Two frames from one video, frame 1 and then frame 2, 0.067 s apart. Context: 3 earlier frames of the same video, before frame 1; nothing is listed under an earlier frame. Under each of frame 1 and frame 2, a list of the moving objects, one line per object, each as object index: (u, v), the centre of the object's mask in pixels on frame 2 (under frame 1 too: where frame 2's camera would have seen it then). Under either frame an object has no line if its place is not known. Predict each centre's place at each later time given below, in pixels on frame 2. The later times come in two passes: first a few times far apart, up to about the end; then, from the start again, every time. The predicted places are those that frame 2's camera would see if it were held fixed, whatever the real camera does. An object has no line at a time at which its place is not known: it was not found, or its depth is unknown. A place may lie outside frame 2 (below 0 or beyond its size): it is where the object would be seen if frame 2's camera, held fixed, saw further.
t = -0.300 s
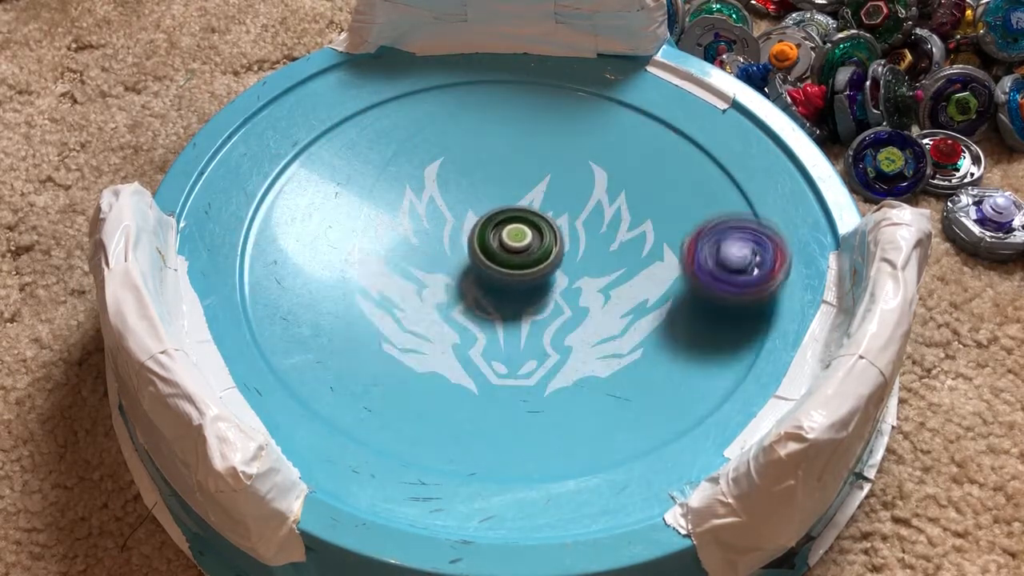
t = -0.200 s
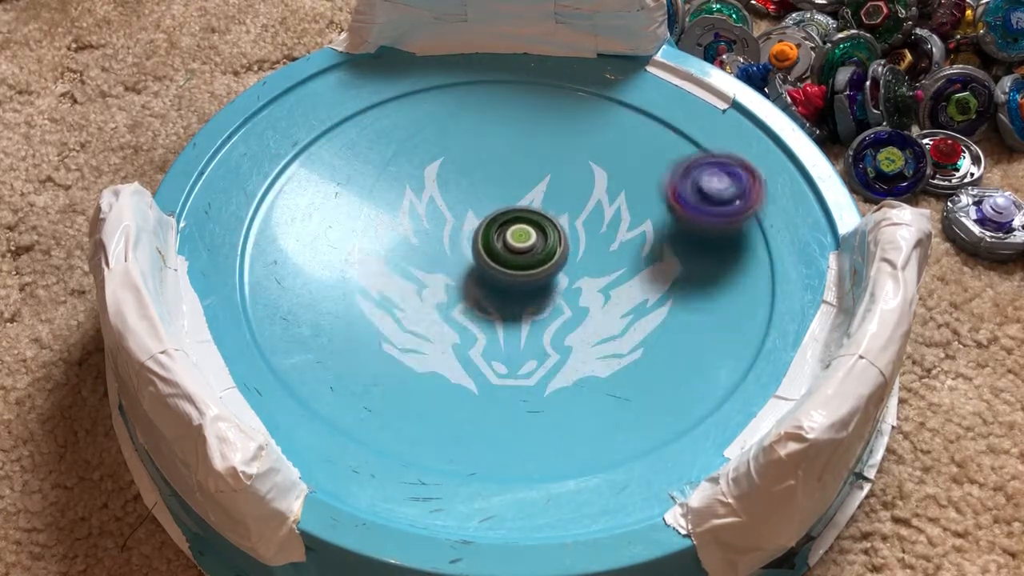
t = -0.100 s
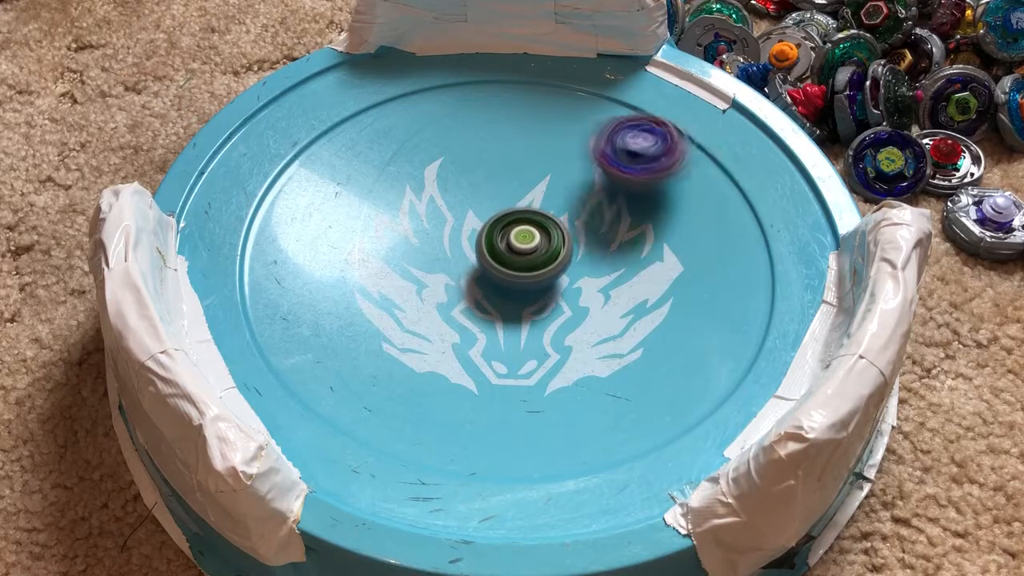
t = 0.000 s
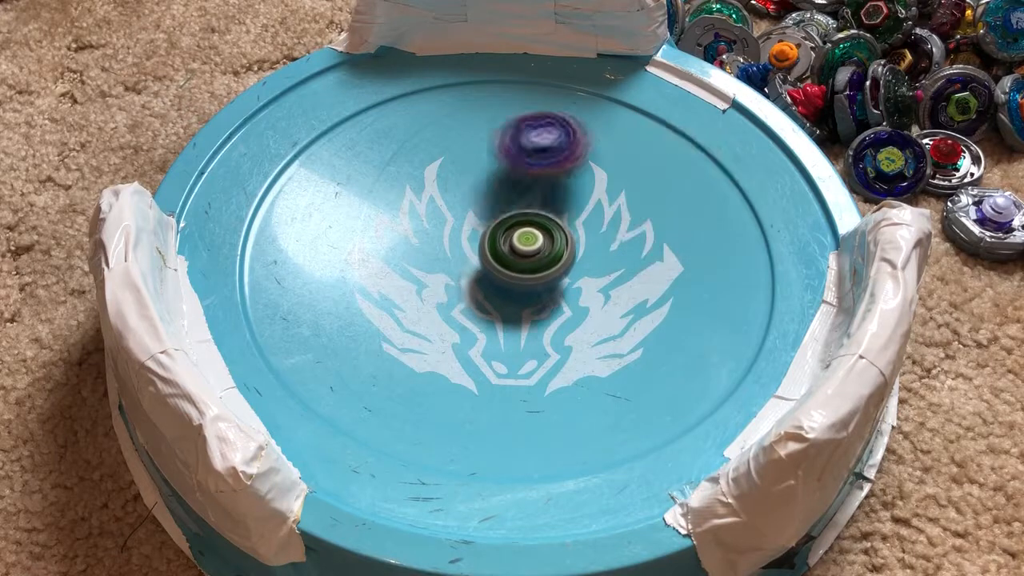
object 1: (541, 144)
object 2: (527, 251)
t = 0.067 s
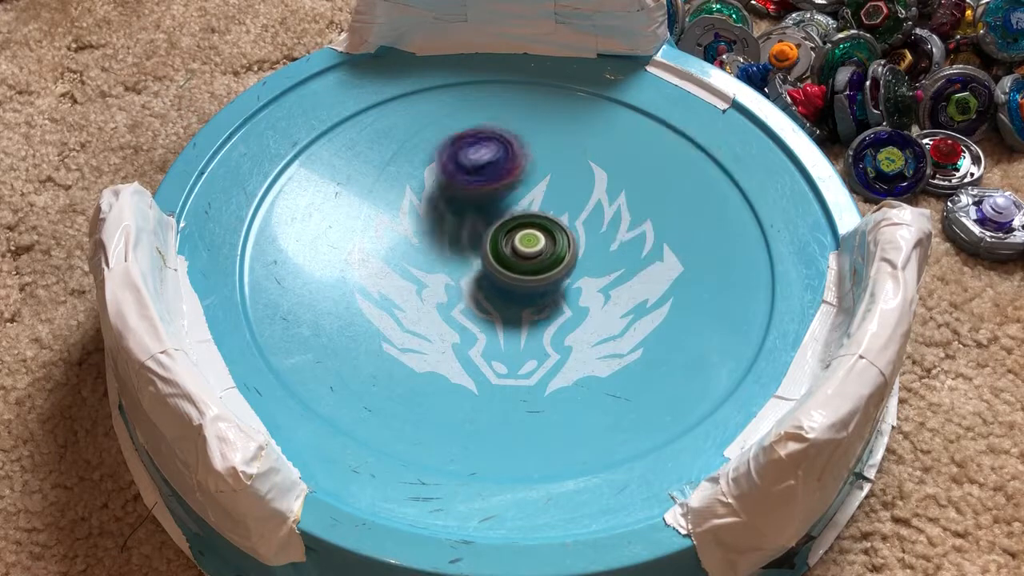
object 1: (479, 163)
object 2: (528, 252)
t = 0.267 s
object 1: (374, 279)
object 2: (532, 258)
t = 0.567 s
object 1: (585, 395)
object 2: (530, 266)
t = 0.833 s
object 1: (631, 218)
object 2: (521, 270)
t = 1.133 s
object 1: (382, 162)
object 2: (508, 269)
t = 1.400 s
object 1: (362, 320)
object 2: (500, 262)
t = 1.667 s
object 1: (620, 297)
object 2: (500, 253)
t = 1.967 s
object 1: (569, 113)
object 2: (508, 247)
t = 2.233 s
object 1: (397, 199)
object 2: (517, 246)
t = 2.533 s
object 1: (559, 354)
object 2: (527, 252)
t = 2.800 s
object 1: (710, 240)
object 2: (530, 261)
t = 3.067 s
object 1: (509, 171)
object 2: (527, 269)
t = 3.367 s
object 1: (371, 316)
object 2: (516, 271)
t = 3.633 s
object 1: (581, 363)
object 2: (506, 268)
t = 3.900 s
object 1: (587, 193)
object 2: (500, 261)
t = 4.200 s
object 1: (371, 170)
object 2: (501, 251)
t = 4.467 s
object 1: (438, 321)
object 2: (510, 247)
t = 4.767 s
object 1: (661, 238)
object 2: (522, 248)
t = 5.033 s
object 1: (543, 131)
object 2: (529, 255)
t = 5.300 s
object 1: (418, 256)
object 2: (531, 264)
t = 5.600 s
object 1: (602, 361)
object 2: (525, 270)
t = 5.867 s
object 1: (640, 221)
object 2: (514, 270)
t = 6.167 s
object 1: (419, 203)
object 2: (504, 264)
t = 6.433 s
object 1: (412, 335)
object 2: (501, 257)
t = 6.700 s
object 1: (603, 285)
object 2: (505, 250)
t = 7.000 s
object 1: (529, 139)
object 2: (497, 247)
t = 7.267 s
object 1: (404, 225)
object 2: (506, 253)
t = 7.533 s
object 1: (466, 337)
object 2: (588, 277)
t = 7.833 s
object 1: (590, 360)
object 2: (660, 189)
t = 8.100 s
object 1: (539, 253)
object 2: (612, 196)
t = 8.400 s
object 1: (367, 241)
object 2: (574, 194)
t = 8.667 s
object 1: (442, 293)
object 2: (544, 192)
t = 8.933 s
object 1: (535, 233)
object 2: (548, 132)
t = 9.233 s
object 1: (532, 208)
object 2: (508, 113)
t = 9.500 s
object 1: (560, 270)
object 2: (505, 170)
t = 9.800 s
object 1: (598, 279)
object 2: (482, 226)
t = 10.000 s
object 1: (556, 281)
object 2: (454, 256)
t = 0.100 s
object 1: (452, 177)
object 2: (530, 252)
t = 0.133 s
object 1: (428, 193)
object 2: (530, 254)
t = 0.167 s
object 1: (409, 211)
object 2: (531, 255)
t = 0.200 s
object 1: (392, 232)
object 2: (531, 256)
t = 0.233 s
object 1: (381, 255)
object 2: (532, 257)
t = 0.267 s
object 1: (374, 279)
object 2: (532, 258)
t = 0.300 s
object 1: (374, 303)
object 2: (532, 258)
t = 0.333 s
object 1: (381, 327)
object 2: (533, 258)
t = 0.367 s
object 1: (395, 352)
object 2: (532, 260)
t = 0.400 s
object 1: (416, 372)
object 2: (532, 261)
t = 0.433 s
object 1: (444, 388)
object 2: (532, 262)
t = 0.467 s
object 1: (476, 399)
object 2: (532, 263)
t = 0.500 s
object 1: (512, 406)
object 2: (531, 264)
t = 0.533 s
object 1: (550, 404)
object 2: (531, 265)
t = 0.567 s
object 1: (585, 395)
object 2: (530, 266)
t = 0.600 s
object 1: (617, 381)
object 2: (529, 266)
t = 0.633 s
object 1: (642, 362)
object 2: (528, 267)
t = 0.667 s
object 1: (659, 339)
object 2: (527, 268)
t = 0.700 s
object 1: (666, 315)
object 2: (527, 268)
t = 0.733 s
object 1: (667, 289)
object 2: (526, 269)
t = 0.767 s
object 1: (660, 264)
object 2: (524, 270)
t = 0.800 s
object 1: (648, 239)
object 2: (523, 270)
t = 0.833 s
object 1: (631, 218)
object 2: (521, 270)
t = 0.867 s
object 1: (609, 199)
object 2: (520, 270)
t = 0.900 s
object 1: (585, 182)
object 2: (518, 270)
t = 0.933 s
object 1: (558, 168)
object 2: (517, 270)
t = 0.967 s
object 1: (528, 158)
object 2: (515, 270)
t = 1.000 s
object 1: (498, 151)
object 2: (514, 271)
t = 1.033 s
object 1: (467, 147)
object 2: (512, 270)
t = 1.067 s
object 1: (437, 148)
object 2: (511, 270)
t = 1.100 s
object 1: (408, 150)
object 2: (510, 269)
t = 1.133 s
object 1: (382, 162)
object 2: (508, 269)
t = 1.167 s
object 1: (357, 174)
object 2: (507, 268)
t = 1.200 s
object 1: (338, 189)
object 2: (506, 267)
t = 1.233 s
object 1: (323, 208)
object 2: (504, 267)
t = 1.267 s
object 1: (315, 230)
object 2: (503, 266)
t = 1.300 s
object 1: (314, 255)
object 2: (502, 265)
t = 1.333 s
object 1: (322, 278)
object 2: (502, 264)
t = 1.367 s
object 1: (338, 301)
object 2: (501, 263)
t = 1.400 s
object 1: (362, 320)
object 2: (500, 262)
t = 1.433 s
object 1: (393, 335)
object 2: (500, 261)
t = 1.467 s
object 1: (429, 345)
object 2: (500, 260)
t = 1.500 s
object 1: (466, 350)
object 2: (500, 258)
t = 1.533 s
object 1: (500, 349)
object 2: (500, 257)
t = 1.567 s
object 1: (535, 344)
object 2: (499, 255)
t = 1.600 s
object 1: (568, 332)
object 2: (500, 254)
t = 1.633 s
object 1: (598, 315)
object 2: (499, 254)
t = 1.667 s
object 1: (620, 297)
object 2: (500, 253)
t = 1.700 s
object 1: (639, 274)
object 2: (500, 252)
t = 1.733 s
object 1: (649, 249)
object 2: (501, 252)
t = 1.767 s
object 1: (653, 224)
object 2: (501, 251)
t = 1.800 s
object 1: (651, 201)
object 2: (502, 249)
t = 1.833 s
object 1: (643, 178)
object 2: (503, 249)
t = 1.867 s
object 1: (630, 158)
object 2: (504, 248)
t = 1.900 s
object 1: (614, 140)
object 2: (506, 248)
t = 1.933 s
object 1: (592, 125)
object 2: (507, 247)
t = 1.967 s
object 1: (569, 113)
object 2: (508, 247)
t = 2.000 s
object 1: (542, 107)
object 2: (510, 246)
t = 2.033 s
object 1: (515, 106)
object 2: (511, 246)
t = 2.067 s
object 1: (488, 111)
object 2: (513, 246)
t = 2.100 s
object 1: (462, 122)
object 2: (514, 246)
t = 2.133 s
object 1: (438, 137)
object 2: (515, 245)
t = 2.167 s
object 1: (420, 155)
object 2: (516, 245)
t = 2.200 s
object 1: (406, 176)
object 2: (516, 246)
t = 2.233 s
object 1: (397, 199)
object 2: (517, 246)
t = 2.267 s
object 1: (394, 223)
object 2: (518, 246)
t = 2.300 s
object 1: (396, 248)
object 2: (519, 247)
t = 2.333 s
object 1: (405, 270)
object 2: (521, 247)
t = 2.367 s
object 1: (419, 290)
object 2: (522, 248)
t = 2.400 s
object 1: (440, 312)
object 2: (523, 249)
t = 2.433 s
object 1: (465, 331)
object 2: (524, 249)
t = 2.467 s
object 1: (494, 341)
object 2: (525, 250)
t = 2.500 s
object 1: (525, 350)
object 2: (527, 250)
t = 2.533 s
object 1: (559, 354)
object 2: (527, 252)
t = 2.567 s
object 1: (595, 355)
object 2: (528, 253)
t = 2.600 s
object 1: (629, 349)
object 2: (529, 254)
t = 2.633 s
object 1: (658, 337)
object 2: (529, 255)
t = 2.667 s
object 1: (683, 321)
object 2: (529, 256)
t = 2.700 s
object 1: (702, 303)
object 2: (530, 257)
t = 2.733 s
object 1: (712, 283)
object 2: (530, 259)
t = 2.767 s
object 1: (715, 260)
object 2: (530, 260)
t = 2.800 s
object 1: (710, 240)
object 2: (530, 261)
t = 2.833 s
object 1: (697, 219)
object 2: (530, 262)
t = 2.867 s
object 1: (677, 201)
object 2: (530, 262)
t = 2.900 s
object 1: (654, 187)
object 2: (530, 264)
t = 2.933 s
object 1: (628, 176)
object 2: (529, 266)
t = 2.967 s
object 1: (597, 169)
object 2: (529, 266)
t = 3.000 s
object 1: (569, 166)
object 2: (528, 267)
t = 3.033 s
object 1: (538, 166)
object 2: (528, 268)
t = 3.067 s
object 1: (509, 171)
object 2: (527, 269)
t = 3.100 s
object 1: (480, 179)
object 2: (526, 270)
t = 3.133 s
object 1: (454, 189)
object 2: (526, 270)
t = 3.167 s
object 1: (431, 201)
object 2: (524, 271)
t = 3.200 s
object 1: (409, 218)
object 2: (523, 271)
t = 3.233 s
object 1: (392, 233)
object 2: (522, 271)
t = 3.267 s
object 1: (379, 252)
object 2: (521, 271)
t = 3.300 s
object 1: (370, 272)
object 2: (519, 271)
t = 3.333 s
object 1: (367, 295)
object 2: (517, 271)
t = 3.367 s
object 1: (371, 316)
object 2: (516, 271)
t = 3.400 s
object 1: (381, 337)
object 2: (514, 271)
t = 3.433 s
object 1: (400, 356)
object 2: (513, 271)
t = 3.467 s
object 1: (425, 371)
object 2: (512, 271)
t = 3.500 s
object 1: (455, 381)
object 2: (510, 270)
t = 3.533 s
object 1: (489, 385)
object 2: (509, 270)
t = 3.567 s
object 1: (522, 384)
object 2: (508, 269)
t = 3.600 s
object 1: (554, 377)
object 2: (507, 269)
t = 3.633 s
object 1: (581, 363)
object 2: (506, 268)
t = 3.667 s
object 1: (605, 346)
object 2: (505, 267)
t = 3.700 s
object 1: (619, 324)
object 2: (504, 267)
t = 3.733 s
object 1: (628, 302)
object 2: (503, 265)
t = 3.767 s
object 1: (630, 278)
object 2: (502, 265)
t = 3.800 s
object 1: (627, 256)
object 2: (502, 264)
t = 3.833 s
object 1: (617, 232)
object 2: (501, 262)
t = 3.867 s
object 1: (604, 213)
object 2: (500, 262)
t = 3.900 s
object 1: (587, 193)
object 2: (500, 261)
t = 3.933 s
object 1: (566, 176)
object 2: (500, 259)
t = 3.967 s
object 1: (545, 162)
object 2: (500, 257)
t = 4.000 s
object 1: (519, 152)
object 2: (500, 257)
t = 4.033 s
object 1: (493, 145)
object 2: (500, 256)
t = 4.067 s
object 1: (467, 141)
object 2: (500, 255)
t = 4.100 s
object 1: (441, 142)
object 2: (500, 254)
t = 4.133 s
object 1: (415, 146)
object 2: (500, 253)
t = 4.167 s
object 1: (391, 157)
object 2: (501, 252)
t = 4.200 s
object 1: (371, 170)
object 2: (501, 251)
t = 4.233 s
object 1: (357, 188)
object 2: (502, 250)
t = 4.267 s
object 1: (347, 207)
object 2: (503, 249)
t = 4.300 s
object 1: (346, 229)
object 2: (504, 249)
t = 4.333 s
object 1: (351, 251)
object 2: (505, 249)
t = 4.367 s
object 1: (363, 273)
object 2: (506, 248)
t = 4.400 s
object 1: (382, 293)
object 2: (507, 248)
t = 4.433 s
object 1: (406, 308)
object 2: (509, 248)
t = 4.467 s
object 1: (438, 321)
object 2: (510, 247)
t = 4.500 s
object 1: (470, 325)
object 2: (512, 246)
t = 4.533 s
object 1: (500, 332)
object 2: (513, 245)
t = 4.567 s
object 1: (529, 330)
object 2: (514, 244)
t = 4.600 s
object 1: (562, 320)
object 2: (515, 245)
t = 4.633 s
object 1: (592, 309)
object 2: (517, 246)
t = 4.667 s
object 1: (616, 296)
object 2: (518, 248)
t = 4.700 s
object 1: (638, 280)
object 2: (519, 247)
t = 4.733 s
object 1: (652, 260)
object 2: (521, 248)
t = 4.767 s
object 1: (661, 238)
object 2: (522, 248)
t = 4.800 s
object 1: (662, 217)
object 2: (523, 248)
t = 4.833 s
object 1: (660, 197)
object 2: (524, 249)
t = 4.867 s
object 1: (650, 178)
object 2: (525, 251)
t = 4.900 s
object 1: (636, 160)
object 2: (525, 252)
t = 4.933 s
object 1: (617, 146)
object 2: (527, 252)
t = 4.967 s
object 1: (594, 137)
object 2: (527, 253)
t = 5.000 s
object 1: (569, 132)
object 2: (528, 254)
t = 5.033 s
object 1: (543, 131)
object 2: (529, 255)
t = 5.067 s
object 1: (517, 138)
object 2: (529, 257)
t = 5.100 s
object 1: (492, 147)
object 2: (530, 258)
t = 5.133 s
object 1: (470, 159)
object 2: (530, 259)
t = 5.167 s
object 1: (451, 174)
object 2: (531, 260)
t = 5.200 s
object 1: (436, 193)
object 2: (531, 261)
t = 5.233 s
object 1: (424, 214)
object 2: (531, 262)
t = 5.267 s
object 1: (419, 234)
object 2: (531, 263)
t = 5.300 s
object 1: (418, 256)
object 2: (531, 264)
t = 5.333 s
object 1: (421, 275)
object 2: (531, 265)
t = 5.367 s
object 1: (429, 299)
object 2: (531, 266)
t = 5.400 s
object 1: (444, 317)
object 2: (531, 266)
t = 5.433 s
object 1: (464, 335)
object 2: (530, 266)
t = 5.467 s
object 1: (487, 347)
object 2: (529, 267)
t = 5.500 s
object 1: (513, 356)
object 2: (528, 269)
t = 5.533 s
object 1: (541, 365)
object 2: (528, 269)
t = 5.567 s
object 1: (572, 364)
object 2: (526, 269)
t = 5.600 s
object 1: (602, 361)
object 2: (525, 270)
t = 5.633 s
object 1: (630, 352)
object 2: (524, 270)
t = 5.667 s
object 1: (653, 338)
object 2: (523, 270)
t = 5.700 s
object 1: (670, 320)
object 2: (521, 270)
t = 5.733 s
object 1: (678, 301)
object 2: (520, 271)
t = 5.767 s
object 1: (678, 278)
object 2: (518, 270)
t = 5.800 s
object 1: (670, 259)
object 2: (517, 270)
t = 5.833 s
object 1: (658, 239)
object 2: (516, 270)
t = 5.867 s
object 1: (640, 221)
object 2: (514, 270)
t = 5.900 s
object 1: (618, 209)
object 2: (512, 270)
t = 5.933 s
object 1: (595, 198)
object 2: (511, 269)
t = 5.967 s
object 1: (569, 191)
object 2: (510, 268)
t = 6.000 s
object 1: (544, 186)
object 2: (509, 268)
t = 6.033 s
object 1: (517, 182)
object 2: (507, 267)
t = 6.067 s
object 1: (492, 182)
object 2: (507, 266)
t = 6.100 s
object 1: (466, 186)
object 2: (505, 266)
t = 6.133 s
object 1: (441, 194)
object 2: (504, 265)
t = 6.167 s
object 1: (419, 203)
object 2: (504, 264)
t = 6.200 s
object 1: (400, 216)
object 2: (502, 263)
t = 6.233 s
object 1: (384, 231)
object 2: (502, 262)
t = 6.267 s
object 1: (373, 248)
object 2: (501, 261)
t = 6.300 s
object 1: (367, 267)
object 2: (501, 261)
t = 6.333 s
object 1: (366, 287)
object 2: (501, 260)
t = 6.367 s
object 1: (374, 306)
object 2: (501, 259)
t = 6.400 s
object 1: (389, 323)
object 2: (501, 258)
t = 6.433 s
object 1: (412, 335)
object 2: (501, 257)
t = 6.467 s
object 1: (438, 346)
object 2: (501, 256)
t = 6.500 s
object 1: (468, 352)
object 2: (502, 255)
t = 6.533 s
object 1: (497, 351)
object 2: (502, 252)
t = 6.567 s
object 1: (526, 348)
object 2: (502, 253)
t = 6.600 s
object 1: (553, 336)
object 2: (503, 253)
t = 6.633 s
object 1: (574, 320)
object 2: (503, 252)
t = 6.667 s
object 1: (592, 304)
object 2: (503, 251)
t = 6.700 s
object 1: (603, 285)
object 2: (505, 250)
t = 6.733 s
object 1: (610, 264)
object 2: (506, 251)
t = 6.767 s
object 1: (611, 244)
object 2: (506, 249)
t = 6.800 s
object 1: (613, 225)
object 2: (501, 248)
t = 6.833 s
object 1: (609, 205)
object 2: (499, 247)
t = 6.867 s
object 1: (601, 188)
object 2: (499, 246)
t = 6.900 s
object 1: (587, 170)
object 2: (498, 246)
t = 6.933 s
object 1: (571, 156)
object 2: (497, 246)
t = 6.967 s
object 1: (551, 145)
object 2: (498, 246)
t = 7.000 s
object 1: (529, 139)
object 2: (497, 247)
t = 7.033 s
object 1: (507, 135)
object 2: (498, 248)
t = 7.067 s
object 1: (484, 138)
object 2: (498, 249)
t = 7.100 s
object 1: (462, 144)
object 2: (498, 250)
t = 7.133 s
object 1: (442, 155)
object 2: (499, 251)
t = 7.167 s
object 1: (426, 170)
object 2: (500, 251)
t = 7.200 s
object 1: (414, 189)
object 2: (501, 252)
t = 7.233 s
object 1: (408, 208)
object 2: (503, 252)
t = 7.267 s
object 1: (404, 225)
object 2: (506, 253)
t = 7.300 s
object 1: (387, 236)
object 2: (533, 262)
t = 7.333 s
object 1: (380, 249)
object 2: (554, 268)
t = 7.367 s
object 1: (381, 265)
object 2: (569, 272)
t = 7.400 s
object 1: (389, 281)
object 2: (578, 276)
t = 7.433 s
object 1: (401, 301)
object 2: (582, 277)
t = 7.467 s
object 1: (419, 317)
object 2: (584, 276)
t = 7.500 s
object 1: (441, 329)
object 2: (586, 276)
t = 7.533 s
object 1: (466, 337)
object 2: (588, 277)
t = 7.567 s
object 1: (494, 342)
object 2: (590, 277)
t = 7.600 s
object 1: (522, 343)
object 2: (593, 277)
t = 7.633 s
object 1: (545, 342)
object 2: (598, 271)
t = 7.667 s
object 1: (543, 354)
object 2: (621, 253)
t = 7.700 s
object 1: (542, 364)
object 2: (641, 229)
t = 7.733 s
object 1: (546, 369)
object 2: (652, 212)
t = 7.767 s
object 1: (556, 370)
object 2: (659, 198)
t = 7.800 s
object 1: (572, 367)
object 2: (662, 191)
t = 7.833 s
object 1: (590, 360)
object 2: (660, 189)
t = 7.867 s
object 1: (602, 348)
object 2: (656, 189)
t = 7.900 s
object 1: (607, 333)
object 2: (651, 189)
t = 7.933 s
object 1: (606, 316)
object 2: (645, 190)
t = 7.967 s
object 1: (598, 300)
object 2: (637, 192)
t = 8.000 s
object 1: (588, 285)
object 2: (630, 193)
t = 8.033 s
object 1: (576, 271)
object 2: (623, 195)
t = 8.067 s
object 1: (561, 260)
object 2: (615, 196)
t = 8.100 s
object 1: (539, 253)
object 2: (612, 196)
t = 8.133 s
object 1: (516, 248)
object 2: (610, 195)
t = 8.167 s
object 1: (495, 242)
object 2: (606, 195)
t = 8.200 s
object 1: (475, 238)
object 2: (601, 194)
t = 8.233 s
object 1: (456, 235)
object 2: (596, 194)
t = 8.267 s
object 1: (436, 232)
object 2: (592, 195)
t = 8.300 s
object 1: (417, 231)
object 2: (587, 194)
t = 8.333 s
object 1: (399, 232)
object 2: (583, 195)
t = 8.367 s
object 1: (382, 235)
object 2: (578, 194)
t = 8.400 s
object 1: (367, 241)
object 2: (574, 194)
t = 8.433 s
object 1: (356, 249)
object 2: (570, 194)
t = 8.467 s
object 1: (349, 260)
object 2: (567, 194)
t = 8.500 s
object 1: (350, 273)
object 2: (563, 193)
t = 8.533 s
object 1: (361, 284)
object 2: (559, 193)
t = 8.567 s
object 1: (378, 292)
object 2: (555, 194)
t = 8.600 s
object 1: (398, 297)
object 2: (551, 193)
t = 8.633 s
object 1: (420, 297)
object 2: (548, 192)
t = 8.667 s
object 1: (442, 293)
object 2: (544, 192)
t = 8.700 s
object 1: (460, 289)
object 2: (541, 193)
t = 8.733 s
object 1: (480, 280)
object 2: (537, 193)
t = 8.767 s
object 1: (499, 269)
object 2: (535, 189)
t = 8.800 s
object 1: (513, 259)
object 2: (532, 188)
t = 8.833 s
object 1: (517, 257)
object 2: (542, 173)
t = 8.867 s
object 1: (523, 252)
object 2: (548, 157)
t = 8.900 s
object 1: (529, 245)
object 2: (550, 143)
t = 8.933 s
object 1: (535, 233)
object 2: (548, 132)
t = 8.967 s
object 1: (540, 222)
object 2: (542, 126)
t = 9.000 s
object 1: (543, 210)
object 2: (534, 123)
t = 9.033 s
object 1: (544, 198)
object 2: (526, 123)
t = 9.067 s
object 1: (544, 193)
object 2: (520, 119)
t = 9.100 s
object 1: (543, 193)
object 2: (516, 114)
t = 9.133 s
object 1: (540, 195)
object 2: (513, 111)
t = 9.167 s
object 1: (537, 198)
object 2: (511, 110)
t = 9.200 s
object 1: (534, 203)
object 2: (509, 112)
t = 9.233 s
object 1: (532, 208)
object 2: (508, 113)
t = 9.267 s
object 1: (530, 213)
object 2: (507, 118)
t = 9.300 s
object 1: (530, 220)
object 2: (506, 123)
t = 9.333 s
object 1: (531, 229)
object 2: (505, 130)
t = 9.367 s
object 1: (532, 238)
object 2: (504, 137)
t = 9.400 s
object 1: (536, 247)
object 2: (504, 145)
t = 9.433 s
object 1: (541, 254)
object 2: (505, 153)
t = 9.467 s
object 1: (549, 264)
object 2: (505, 161)
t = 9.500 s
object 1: (560, 270)
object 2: (505, 170)
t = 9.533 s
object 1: (571, 273)
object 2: (505, 178)
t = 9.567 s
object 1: (581, 275)
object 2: (506, 186)
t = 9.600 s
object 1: (586, 275)
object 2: (505, 193)
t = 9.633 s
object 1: (589, 274)
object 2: (506, 200)
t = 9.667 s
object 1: (592, 272)
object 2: (507, 210)
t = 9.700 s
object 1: (592, 271)
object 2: (509, 222)
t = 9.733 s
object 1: (595, 269)
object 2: (507, 227)
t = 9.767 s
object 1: (600, 277)
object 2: (494, 226)
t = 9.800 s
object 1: (598, 279)
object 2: (482, 226)
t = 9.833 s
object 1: (594, 279)
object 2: (473, 230)
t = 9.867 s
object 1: (589, 279)
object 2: (467, 236)
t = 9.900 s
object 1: (582, 280)
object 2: (463, 244)
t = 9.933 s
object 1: (574, 279)
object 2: (460, 254)
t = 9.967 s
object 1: (564, 279)
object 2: (461, 258)
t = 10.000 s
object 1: (556, 281)
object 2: (454, 256)
